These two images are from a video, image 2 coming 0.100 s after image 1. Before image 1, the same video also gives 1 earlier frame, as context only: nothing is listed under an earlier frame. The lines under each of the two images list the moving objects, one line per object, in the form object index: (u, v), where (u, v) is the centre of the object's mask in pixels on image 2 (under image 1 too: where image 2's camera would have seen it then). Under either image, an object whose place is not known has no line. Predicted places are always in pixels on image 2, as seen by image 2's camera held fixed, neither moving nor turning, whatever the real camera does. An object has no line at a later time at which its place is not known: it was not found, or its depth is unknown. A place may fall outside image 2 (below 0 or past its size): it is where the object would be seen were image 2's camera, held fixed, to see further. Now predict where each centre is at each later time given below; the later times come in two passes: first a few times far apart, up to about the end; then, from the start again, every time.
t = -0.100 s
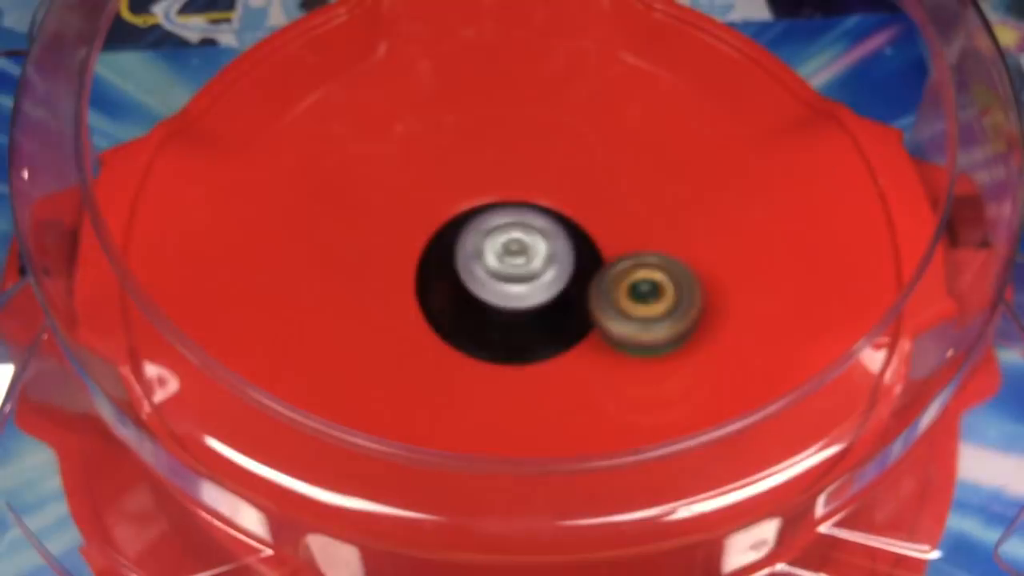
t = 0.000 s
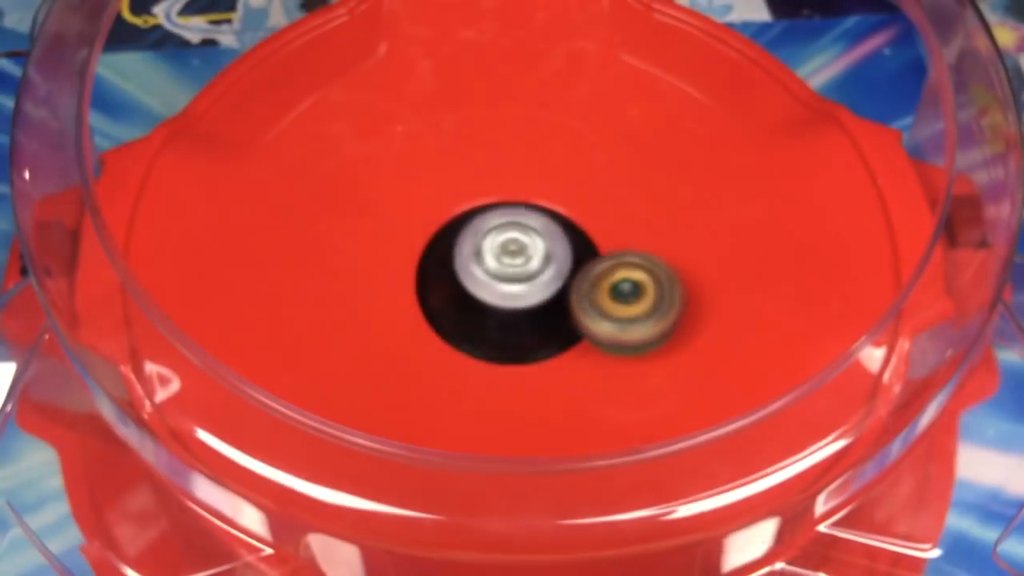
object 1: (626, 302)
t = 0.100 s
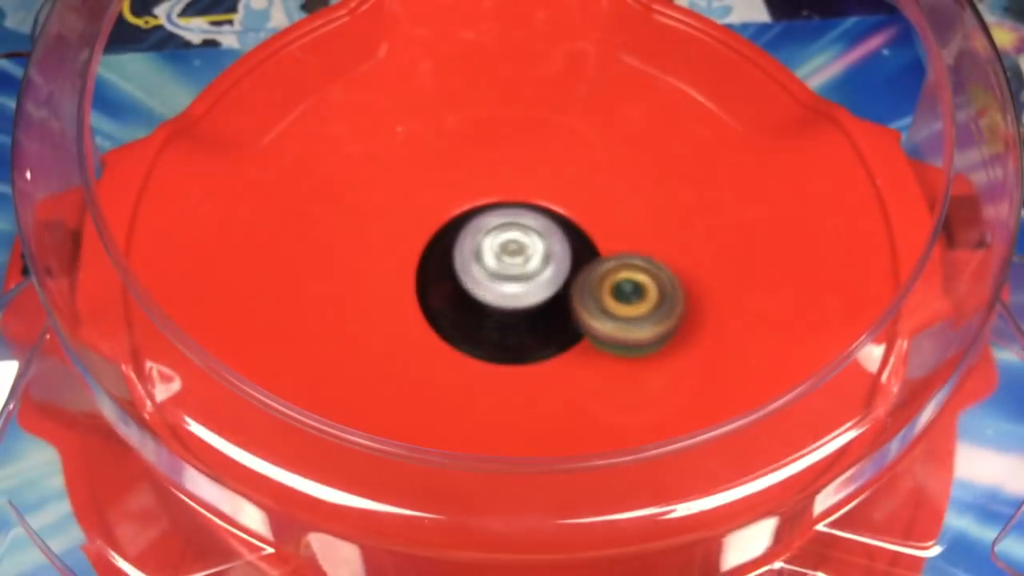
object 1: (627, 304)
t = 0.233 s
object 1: (642, 319)
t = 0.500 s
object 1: (609, 326)
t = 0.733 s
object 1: (583, 344)
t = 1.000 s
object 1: (565, 342)
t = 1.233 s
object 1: (566, 362)
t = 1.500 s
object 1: (557, 352)
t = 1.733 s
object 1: (543, 349)
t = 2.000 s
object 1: (533, 351)
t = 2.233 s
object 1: (494, 350)
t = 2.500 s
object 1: (487, 351)
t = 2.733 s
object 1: (500, 385)
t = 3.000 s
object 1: (539, 348)
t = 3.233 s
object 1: (576, 376)
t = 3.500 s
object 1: (589, 336)
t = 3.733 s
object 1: (578, 337)
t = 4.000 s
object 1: (572, 340)
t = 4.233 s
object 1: (570, 347)
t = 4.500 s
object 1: (575, 343)
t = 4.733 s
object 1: (580, 336)
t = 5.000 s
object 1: (581, 339)
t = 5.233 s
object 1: (564, 343)
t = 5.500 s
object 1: (528, 353)
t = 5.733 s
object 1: (509, 358)
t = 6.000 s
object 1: (502, 364)
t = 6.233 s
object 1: (503, 360)
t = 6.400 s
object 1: (506, 358)
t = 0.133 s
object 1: (636, 309)
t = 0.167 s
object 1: (640, 314)
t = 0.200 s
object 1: (642, 317)
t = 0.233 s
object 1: (642, 319)
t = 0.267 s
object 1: (641, 320)
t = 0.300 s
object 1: (637, 319)
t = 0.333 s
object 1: (632, 318)
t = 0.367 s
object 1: (625, 316)
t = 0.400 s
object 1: (617, 313)
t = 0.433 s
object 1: (610, 309)
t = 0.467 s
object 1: (610, 318)
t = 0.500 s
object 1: (609, 326)
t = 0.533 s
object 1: (605, 331)
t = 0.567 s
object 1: (600, 333)
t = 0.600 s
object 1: (593, 333)
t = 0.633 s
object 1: (586, 330)
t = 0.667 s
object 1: (583, 331)
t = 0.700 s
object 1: (582, 337)
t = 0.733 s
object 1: (583, 344)
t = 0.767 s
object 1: (582, 350)
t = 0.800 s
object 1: (581, 352)
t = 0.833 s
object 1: (578, 353)
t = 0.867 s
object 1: (576, 352)
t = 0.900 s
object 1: (573, 349)
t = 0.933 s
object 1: (570, 346)
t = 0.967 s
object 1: (567, 342)
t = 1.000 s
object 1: (565, 342)
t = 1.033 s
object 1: (563, 341)
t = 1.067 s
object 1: (565, 348)
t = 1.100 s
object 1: (566, 356)
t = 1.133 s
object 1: (566, 360)
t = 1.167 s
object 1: (567, 362)
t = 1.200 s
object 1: (566, 363)
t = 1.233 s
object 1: (566, 362)
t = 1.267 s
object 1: (565, 361)
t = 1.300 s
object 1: (564, 357)
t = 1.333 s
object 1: (563, 353)
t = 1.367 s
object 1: (561, 348)
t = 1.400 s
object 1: (560, 342)
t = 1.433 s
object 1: (560, 345)
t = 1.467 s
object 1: (559, 346)
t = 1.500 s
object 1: (557, 352)
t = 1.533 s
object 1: (554, 356)
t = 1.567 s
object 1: (551, 357)
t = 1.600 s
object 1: (548, 355)
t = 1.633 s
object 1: (545, 352)
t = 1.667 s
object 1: (545, 350)
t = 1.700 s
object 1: (544, 351)
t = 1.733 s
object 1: (543, 349)
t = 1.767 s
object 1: (544, 349)
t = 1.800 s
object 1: (544, 356)
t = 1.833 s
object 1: (544, 360)
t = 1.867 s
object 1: (543, 360)
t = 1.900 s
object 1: (542, 359)
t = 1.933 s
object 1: (541, 355)
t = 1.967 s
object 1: (540, 349)
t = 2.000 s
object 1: (533, 351)
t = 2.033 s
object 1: (525, 359)
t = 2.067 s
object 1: (516, 366)
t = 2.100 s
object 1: (509, 369)
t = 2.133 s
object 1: (503, 367)
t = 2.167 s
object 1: (498, 363)
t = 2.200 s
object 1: (495, 357)
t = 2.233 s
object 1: (494, 350)
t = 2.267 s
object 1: (491, 351)
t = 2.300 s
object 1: (487, 352)
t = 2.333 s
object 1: (485, 352)
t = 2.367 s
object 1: (484, 352)
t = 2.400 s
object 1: (483, 353)
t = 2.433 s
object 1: (483, 354)
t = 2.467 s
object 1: (485, 353)
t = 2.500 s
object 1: (487, 351)
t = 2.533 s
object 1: (491, 349)
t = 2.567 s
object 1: (492, 357)
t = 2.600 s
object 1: (493, 368)
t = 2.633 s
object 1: (493, 376)
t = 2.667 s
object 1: (494, 380)
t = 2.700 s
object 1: (497, 383)
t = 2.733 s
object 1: (500, 385)
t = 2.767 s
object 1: (504, 384)
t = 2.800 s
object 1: (508, 383)
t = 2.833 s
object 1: (513, 379)
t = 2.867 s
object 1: (517, 375)
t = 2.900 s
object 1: (522, 370)
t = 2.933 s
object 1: (528, 363)
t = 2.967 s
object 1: (533, 356)
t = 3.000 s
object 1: (539, 348)
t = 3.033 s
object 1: (547, 350)
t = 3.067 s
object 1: (557, 365)
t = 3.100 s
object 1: (563, 375)
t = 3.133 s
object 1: (567, 380)
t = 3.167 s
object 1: (570, 381)
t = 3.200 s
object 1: (573, 379)
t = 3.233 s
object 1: (576, 376)
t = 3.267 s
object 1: (579, 371)
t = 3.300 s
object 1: (581, 366)
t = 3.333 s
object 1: (583, 359)
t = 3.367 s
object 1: (584, 352)
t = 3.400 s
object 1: (585, 344)
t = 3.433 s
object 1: (586, 335)
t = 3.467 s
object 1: (586, 330)
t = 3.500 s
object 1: (589, 336)
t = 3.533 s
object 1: (591, 343)
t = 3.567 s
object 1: (589, 344)
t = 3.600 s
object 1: (586, 342)
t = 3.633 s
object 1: (583, 338)
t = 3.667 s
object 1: (581, 339)
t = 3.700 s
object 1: (579, 338)
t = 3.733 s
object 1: (578, 337)
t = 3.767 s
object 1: (581, 341)
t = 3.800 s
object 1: (581, 343)
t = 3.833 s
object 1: (579, 342)
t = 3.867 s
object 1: (578, 341)
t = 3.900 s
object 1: (576, 337)
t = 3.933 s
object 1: (576, 336)
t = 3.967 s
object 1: (575, 340)
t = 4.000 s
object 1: (572, 340)
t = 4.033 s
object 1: (569, 339)
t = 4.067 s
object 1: (568, 340)
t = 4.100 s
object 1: (570, 345)
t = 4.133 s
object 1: (571, 349)
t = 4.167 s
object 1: (571, 350)
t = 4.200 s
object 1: (570, 349)
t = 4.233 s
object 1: (570, 347)
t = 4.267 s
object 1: (570, 345)
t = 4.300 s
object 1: (570, 341)
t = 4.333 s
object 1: (570, 339)
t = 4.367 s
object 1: (571, 338)
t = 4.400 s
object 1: (570, 338)
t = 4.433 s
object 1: (572, 339)
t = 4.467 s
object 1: (573, 341)
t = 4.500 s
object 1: (575, 343)
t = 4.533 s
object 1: (577, 344)
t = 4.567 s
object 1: (577, 343)
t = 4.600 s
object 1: (578, 341)
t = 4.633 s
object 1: (578, 339)
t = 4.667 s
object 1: (579, 338)
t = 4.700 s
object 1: (579, 336)
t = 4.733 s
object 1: (580, 336)
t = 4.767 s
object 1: (581, 335)
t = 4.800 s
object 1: (582, 334)
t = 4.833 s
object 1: (584, 334)
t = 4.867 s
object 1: (585, 333)
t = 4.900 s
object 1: (585, 332)
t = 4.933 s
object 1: (582, 334)
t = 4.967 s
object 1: (580, 334)
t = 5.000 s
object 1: (581, 339)
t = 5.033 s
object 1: (581, 341)
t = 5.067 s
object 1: (580, 340)
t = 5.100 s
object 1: (579, 338)
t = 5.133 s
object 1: (578, 336)
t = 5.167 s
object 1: (574, 342)
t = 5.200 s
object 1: (569, 344)
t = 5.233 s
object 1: (564, 343)
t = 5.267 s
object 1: (560, 348)
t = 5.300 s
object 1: (556, 351)
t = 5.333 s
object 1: (551, 351)
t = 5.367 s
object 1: (547, 349)
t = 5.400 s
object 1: (544, 348)
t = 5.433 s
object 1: (539, 351)
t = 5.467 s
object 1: (532, 353)
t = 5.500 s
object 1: (528, 353)
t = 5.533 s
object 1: (524, 354)
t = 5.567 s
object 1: (521, 352)
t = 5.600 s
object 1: (518, 356)
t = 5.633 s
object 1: (515, 360)
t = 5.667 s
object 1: (512, 360)
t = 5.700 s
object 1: (510, 359)
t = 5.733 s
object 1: (509, 358)
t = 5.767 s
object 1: (508, 355)
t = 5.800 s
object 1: (508, 351)
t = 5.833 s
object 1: (508, 355)
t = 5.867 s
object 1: (505, 362)
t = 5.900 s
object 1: (503, 365)
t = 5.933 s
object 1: (501, 366)
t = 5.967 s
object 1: (501, 365)
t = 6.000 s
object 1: (502, 364)
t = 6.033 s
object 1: (502, 362)
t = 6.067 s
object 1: (504, 359)
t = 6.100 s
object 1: (505, 355)
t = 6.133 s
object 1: (506, 351)
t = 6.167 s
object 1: (506, 352)
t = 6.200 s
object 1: (505, 358)
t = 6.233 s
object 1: (503, 360)
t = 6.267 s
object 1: (502, 361)
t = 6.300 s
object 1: (502, 358)
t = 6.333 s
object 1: (503, 355)
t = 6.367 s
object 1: (505, 354)
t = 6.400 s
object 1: (506, 358)
